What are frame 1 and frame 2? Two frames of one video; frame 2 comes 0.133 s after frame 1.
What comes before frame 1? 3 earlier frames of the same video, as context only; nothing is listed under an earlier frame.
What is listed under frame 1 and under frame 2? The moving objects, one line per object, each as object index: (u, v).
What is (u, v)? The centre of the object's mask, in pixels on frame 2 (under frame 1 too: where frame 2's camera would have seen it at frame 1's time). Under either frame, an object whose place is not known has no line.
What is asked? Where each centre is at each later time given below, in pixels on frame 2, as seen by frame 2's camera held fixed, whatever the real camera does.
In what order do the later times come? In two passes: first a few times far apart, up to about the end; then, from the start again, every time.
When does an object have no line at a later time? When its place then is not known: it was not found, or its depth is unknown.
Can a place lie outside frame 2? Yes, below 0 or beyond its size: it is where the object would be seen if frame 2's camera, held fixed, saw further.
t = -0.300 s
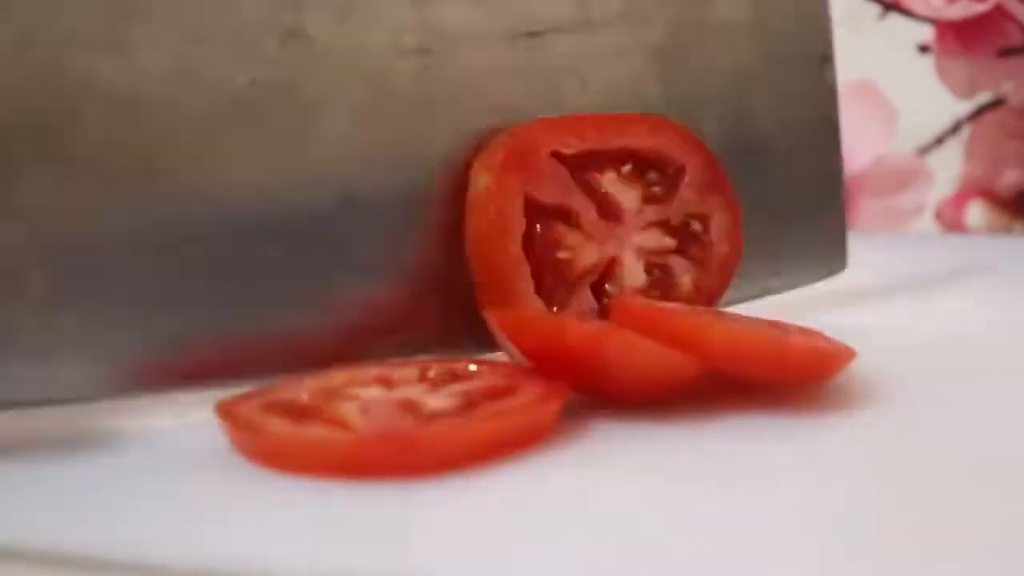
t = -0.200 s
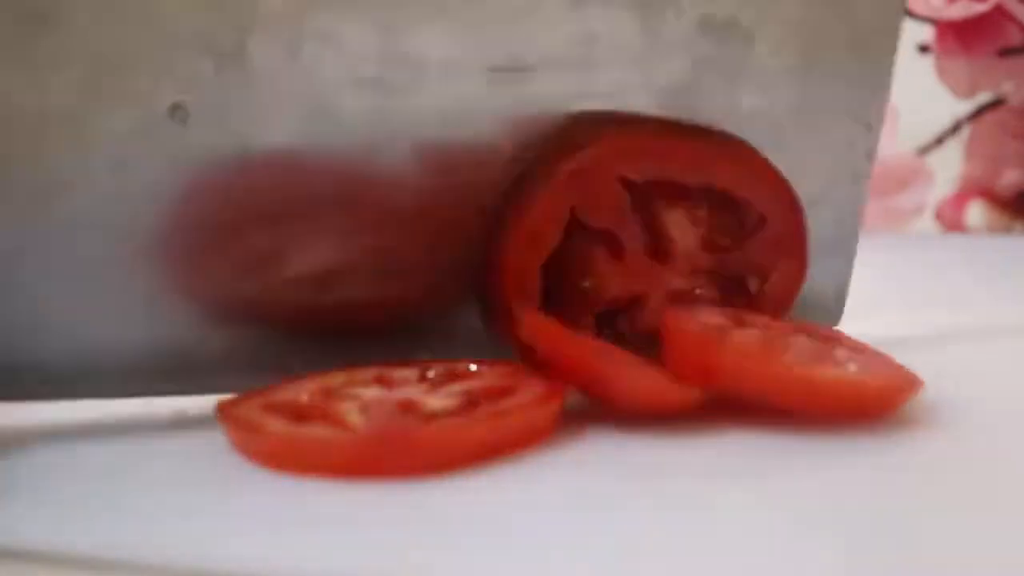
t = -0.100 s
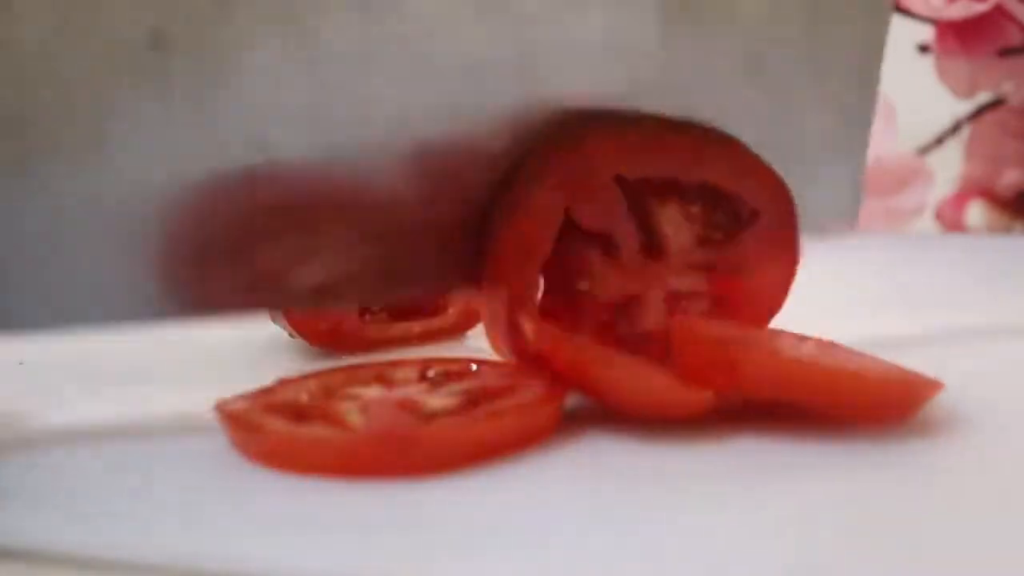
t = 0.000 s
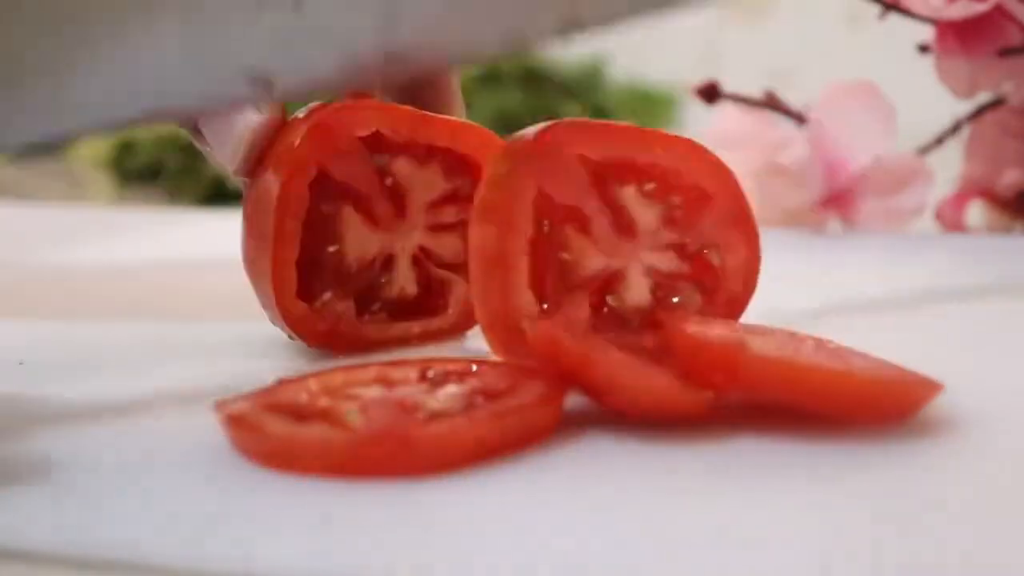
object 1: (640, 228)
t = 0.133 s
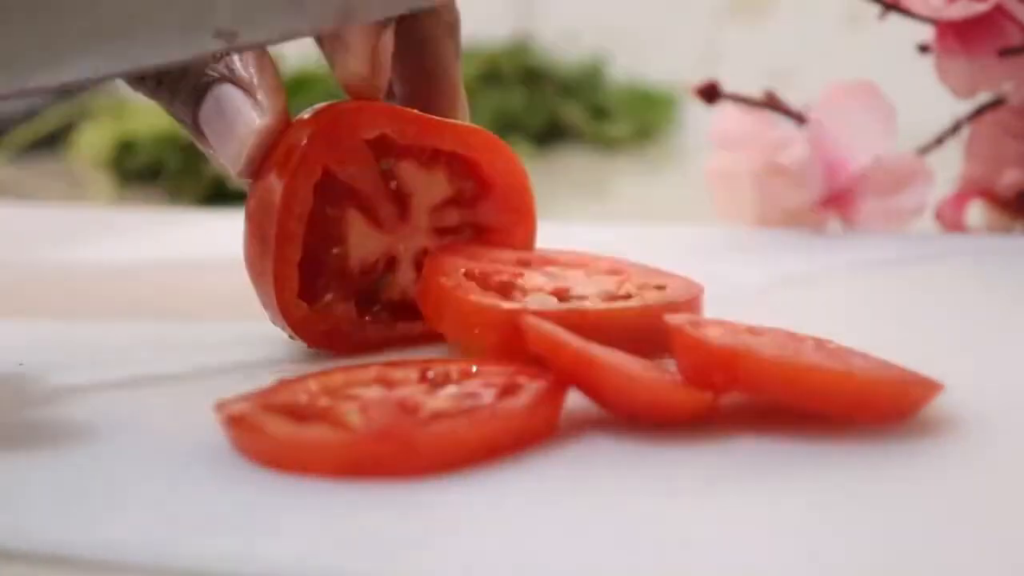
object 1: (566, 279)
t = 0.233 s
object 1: (569, 279)
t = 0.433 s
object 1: (584, 287)
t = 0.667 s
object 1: (585, 302)
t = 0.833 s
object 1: (589, 302)
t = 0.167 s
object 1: (570, 279)
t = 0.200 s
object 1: (564, 278)
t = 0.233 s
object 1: (569, 279)
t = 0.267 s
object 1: (569, 279)
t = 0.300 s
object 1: (568, 279)
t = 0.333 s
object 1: (571, 280)
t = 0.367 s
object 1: (574, 281)
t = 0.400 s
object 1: (581, 285)
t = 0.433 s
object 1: (584, 287)
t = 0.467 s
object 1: (583, 287)
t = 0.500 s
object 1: (580, 286)
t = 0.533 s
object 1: (580, 287)
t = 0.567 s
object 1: (580, 287)
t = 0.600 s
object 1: (581, 288)
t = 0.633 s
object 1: (585, 302)
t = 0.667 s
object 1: (585, 302)
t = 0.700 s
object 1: (586, 302)
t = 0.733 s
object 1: (588, 302)
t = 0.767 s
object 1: (588, 302)
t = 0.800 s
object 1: (589, 302)
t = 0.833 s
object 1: (589, 302)
